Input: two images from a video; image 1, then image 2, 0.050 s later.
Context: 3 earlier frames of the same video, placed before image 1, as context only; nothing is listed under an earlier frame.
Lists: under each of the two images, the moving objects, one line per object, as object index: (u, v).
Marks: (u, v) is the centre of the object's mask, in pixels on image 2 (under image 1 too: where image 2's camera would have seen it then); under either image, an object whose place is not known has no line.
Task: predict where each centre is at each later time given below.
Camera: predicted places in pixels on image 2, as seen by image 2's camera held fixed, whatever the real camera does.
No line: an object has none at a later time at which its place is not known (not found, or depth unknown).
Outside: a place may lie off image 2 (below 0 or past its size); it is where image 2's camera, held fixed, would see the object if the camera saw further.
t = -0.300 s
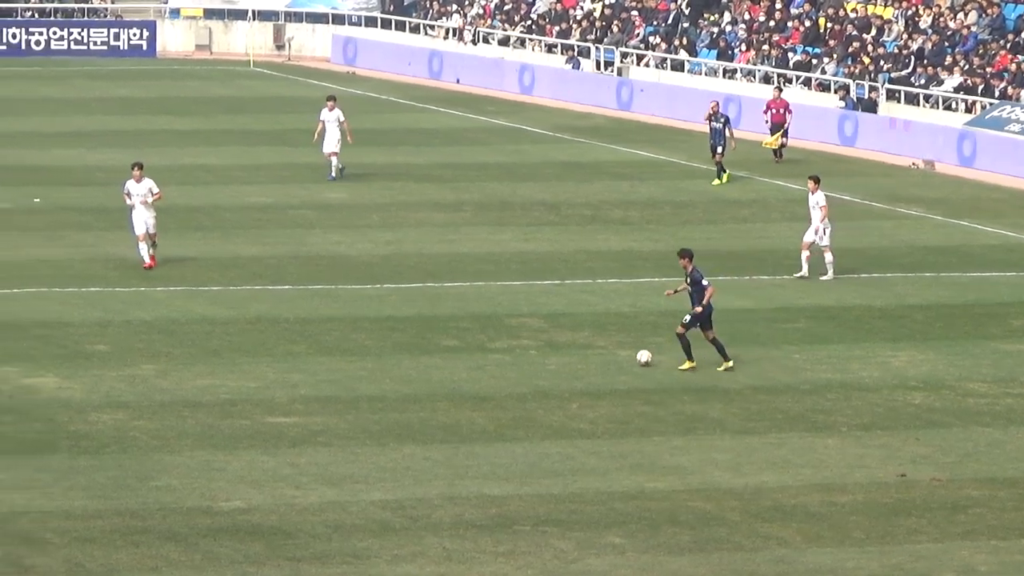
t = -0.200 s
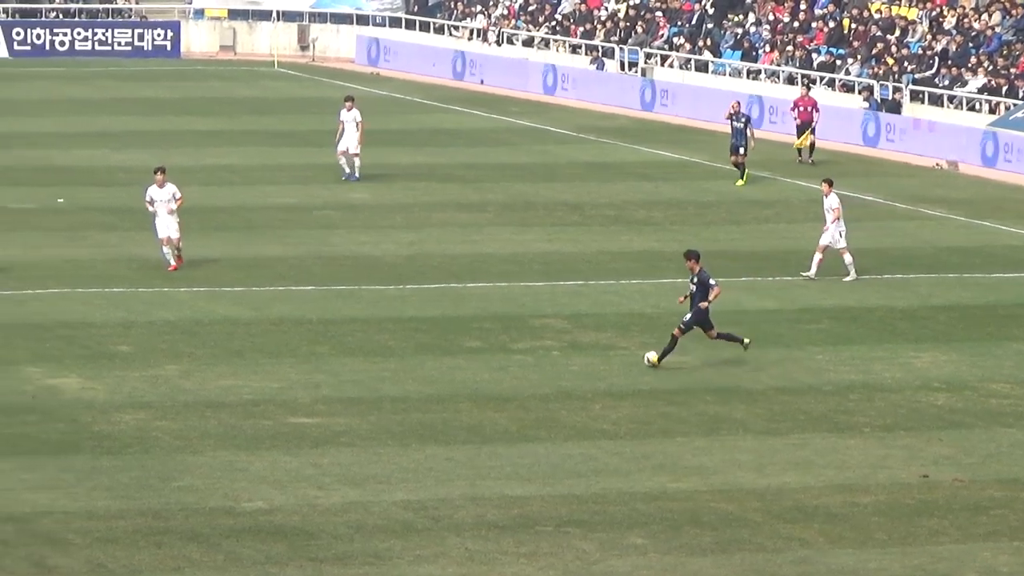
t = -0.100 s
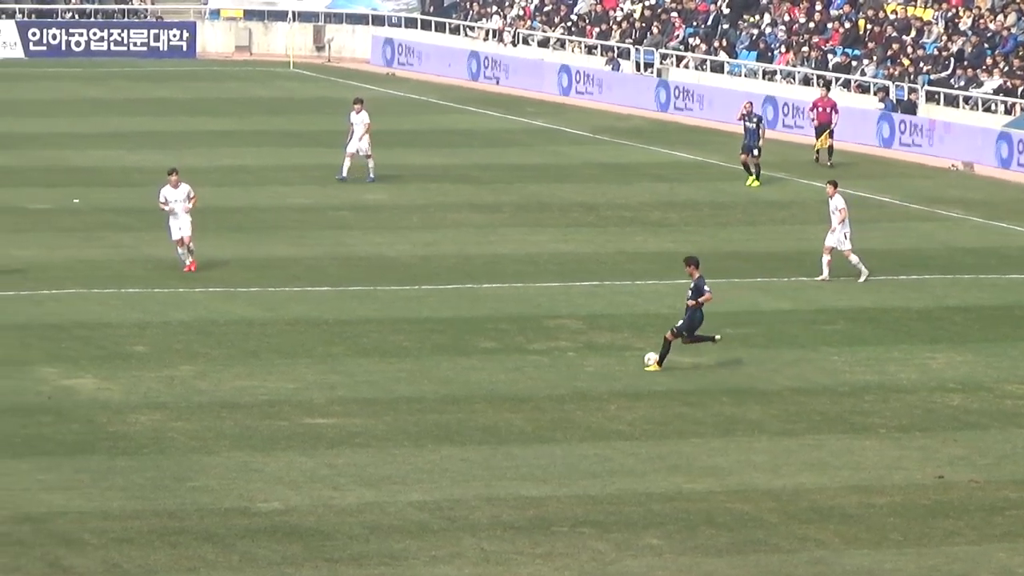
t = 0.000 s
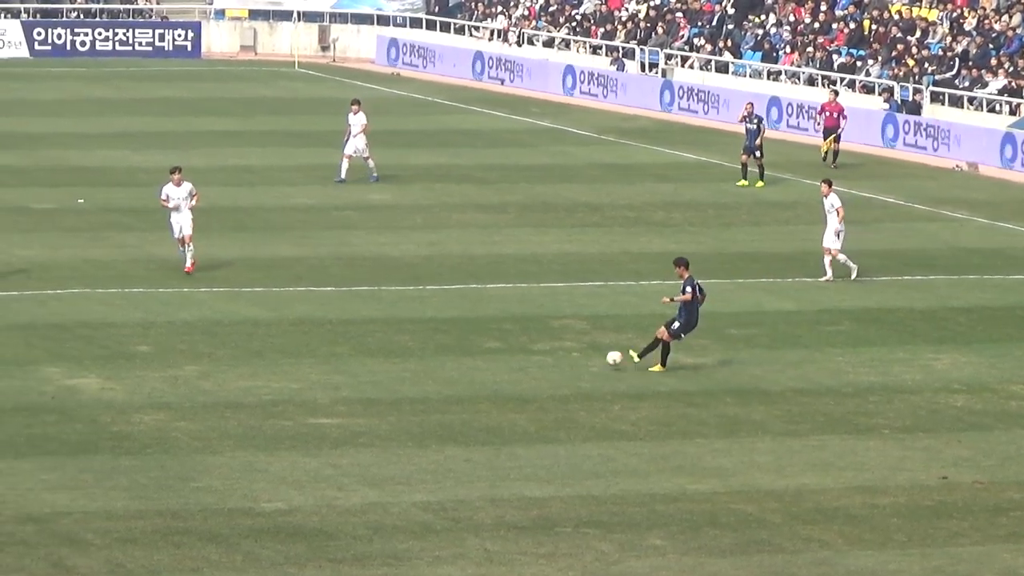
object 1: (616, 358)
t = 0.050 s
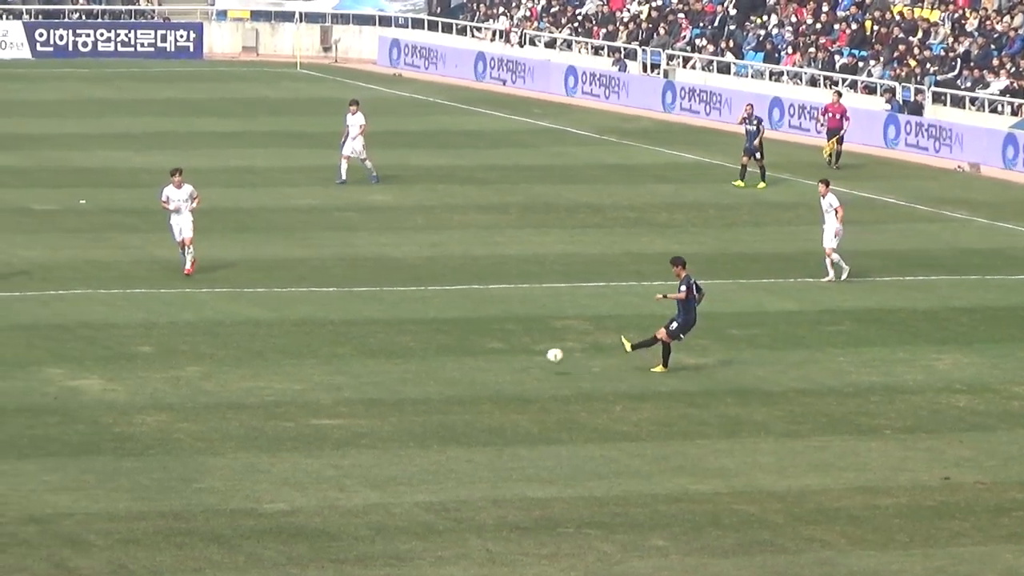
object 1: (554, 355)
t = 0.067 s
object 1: (534, 355)
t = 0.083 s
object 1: (514, 355)
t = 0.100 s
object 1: (493, 354)
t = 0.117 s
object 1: (473, 355)
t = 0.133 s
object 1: (453, 356)
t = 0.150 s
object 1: (433, 356)
